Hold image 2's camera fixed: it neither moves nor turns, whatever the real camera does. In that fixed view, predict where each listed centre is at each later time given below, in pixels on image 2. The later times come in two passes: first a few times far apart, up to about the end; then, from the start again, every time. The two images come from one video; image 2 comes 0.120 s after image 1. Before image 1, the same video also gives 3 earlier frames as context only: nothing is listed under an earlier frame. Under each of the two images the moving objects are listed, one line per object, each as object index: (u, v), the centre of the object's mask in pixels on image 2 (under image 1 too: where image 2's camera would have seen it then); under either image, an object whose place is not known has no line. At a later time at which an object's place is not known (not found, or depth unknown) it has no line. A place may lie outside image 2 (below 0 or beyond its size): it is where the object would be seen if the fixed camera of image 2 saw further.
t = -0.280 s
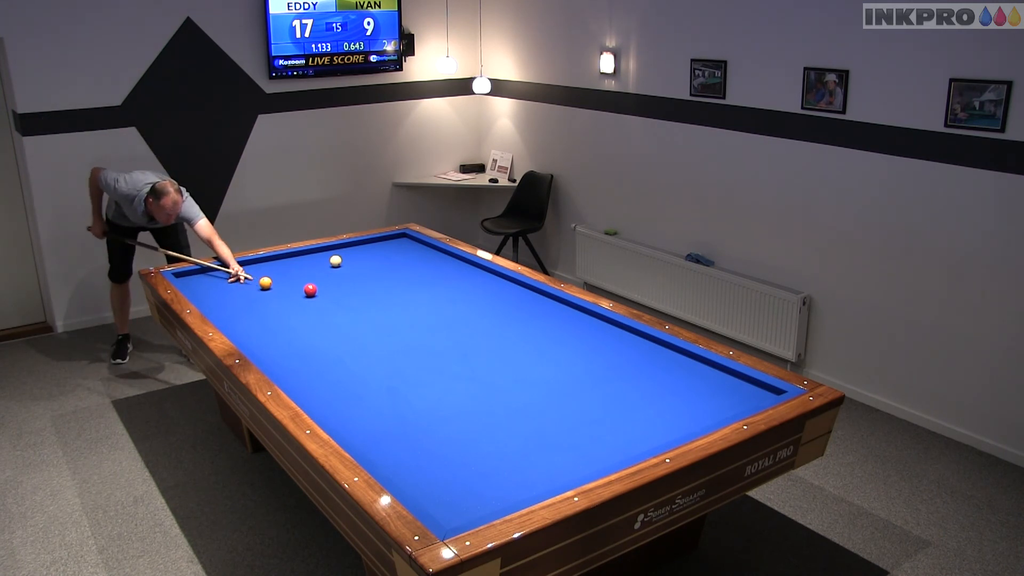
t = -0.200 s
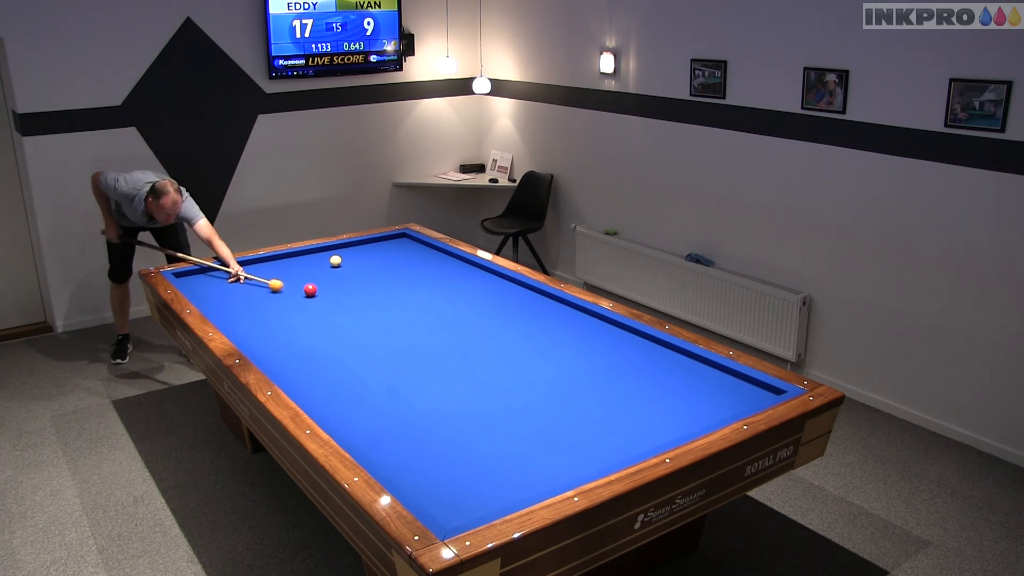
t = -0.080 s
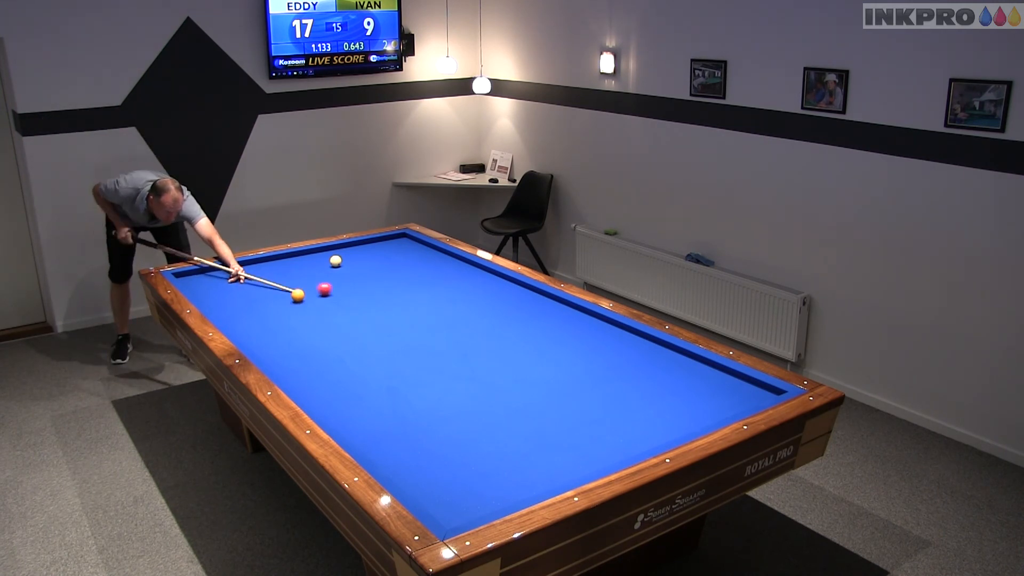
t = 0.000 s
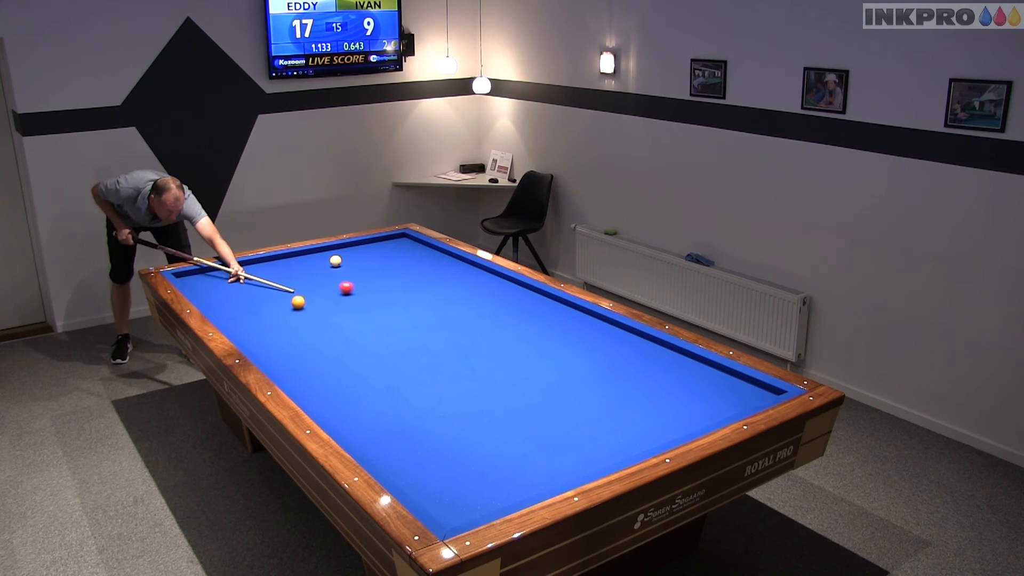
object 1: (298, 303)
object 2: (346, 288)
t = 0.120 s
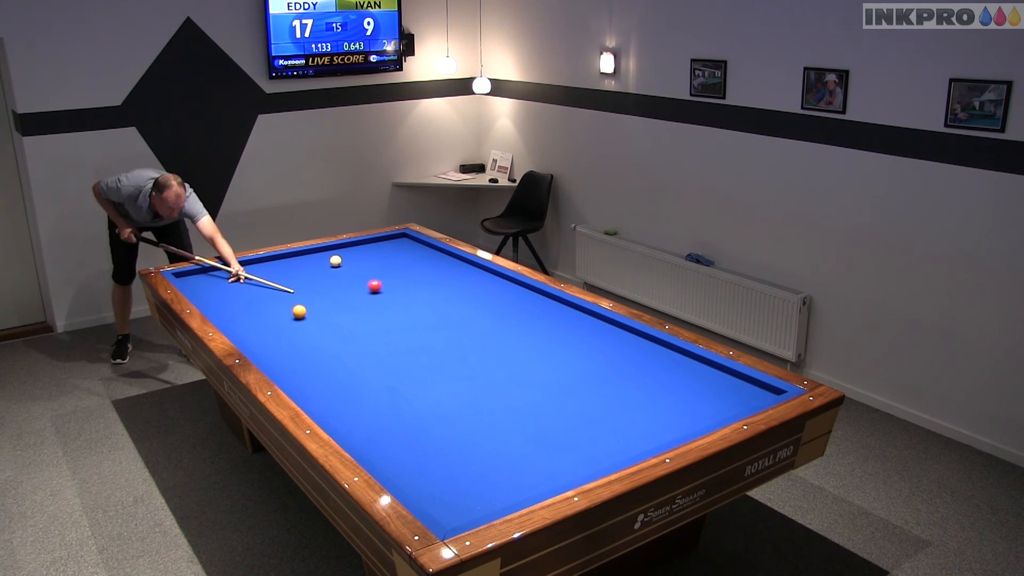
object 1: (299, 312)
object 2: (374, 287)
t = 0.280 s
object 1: (301, 325)
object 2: (408, 285)
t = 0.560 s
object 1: (306, 349)
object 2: (467, 282)
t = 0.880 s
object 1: (312, 381)
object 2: (500, 284)
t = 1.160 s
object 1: (332, 410)
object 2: (485, 295)
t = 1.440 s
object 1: (381, 441)
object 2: (471, 306)
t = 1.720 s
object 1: (439, 474)
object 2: (455, 318)
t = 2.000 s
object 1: (493, 499)
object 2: (439, 330)
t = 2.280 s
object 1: (497, 463)
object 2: (421, 343)
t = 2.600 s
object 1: (504, 432)
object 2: (401, 359)
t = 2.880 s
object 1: (509, 408)
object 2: (381, 374)
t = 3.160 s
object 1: (514, 387)
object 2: (361, 390)
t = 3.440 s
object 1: (519, 368)
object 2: (340, 406)
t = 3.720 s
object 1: (523, 352)
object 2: (341, 414)
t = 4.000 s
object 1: (526, 337)
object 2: (363, 415)
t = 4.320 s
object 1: (530, 322)
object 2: (387, 416)
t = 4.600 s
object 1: (533, 310)
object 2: (407, 416)
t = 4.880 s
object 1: (535, 300)
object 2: (426, 417)
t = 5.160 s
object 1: (532, 291)
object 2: (444, 417)
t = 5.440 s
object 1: (508, 287)
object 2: (461, 418)
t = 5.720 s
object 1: (486, 282)
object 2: (478, 418)
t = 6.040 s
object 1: (462, 278)
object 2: (496, 419)
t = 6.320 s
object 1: (443, 274)
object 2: (511, 419)
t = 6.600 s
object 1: (425, 271)
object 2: (524, 419)
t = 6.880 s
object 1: (407, 268)
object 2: (537, 420)
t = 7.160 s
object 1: (391, 264)
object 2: (549, 420)
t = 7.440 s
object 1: (376, 262)
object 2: (559, 420)
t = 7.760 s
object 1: (359, 258)
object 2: (570, 420)
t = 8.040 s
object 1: (346, 256)
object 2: (579, 421)
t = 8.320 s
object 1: (332, 252)
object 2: (586, 421)
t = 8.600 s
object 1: (320, 251)
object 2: (593, 421)
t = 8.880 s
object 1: (313, 251)
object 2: (598, 420)
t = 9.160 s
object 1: (310, 254)
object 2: (603, 420)
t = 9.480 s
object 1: (306, 257)
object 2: (607, 420)
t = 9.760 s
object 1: (304, 260)
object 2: (609, 421)
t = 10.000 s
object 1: (302, 262)
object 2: (610, 421)
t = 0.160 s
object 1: (300, 315)
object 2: (383, 286)
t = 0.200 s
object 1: (300, 319)
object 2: (391, 286)
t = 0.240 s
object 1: (301, 322)
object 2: (400, 285)
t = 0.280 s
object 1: (301, 325)
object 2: (408, 285)
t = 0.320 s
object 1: (302, 328)
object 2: (417, 285)
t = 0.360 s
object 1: (303, 332)
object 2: (425, 284)
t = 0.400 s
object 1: (303, 335)
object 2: (434, 284)
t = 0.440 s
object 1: (304, 338)
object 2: (442, 283)
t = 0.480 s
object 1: (304, 342)
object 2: (450, 283)
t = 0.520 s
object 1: (305, 345)
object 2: (458, 282)
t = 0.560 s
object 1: (306, 349)
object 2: (467, 282)
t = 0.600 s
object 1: (307, 353)
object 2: (475, 281)
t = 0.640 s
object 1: (307, 357)
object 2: (483, 281)
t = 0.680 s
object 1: (308, 360)
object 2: (491, 280)
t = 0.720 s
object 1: (309, 364)
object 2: (499, 280)
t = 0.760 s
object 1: (309, 368)
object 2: (507, 279)
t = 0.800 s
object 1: (310, 372)
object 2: (506, 281)
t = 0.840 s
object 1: (311, 377)
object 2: (503, 283)
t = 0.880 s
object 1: (312, 381)
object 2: (500, 284)
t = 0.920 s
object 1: (313, 385)
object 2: (498, 286)
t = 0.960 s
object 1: (314, 390)
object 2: (495, 287)
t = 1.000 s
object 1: (315, 394)
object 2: (494, 289)
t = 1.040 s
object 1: (316, 398)
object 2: (492, 290)
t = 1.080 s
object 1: (318, 402)
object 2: (489, 292)
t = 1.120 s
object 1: (325, 406)
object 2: (487, 293)
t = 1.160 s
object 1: (332, 410)
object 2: (485, 295)
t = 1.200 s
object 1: (339, 415)
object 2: (483, 297)
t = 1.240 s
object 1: (345, 419)
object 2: (481, 298)
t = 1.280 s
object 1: (352, 423)
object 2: (479, 300)
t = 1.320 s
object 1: (359, 428)
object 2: (477, 301)
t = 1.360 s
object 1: (366, 432)
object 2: (475, 303)
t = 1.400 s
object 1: (374, 436)
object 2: (473, 305)
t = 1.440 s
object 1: (381, 441)
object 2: (471, 306)
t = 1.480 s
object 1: (389, 445)
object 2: (468, 308)
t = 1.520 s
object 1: (397, 450)
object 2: (466, 309)
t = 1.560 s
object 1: (405, 455)
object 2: (464, 311)
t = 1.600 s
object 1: (413, 459)
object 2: (462, 313)
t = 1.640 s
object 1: (421, 464)
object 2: (459, 314)
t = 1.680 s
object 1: (430, 469)
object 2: (457, 316)
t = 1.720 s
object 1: (439, 474)
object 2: (455, 318)
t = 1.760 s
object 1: (448, 479)
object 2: (453, 320)
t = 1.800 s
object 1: (457, 485)
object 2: (451, 321)
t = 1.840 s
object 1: (466, 490)
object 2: (448, 323)
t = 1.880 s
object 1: (475, 496)
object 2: (446, 325)
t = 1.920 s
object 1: (485, 501)
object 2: (444, 327)
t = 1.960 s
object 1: (493, 503)
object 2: (441, 329)
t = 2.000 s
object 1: (493, 499)
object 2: (439, 330)
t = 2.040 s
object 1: (493, 493)
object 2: (436, 332)
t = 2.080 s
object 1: (493, 487)
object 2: (434, 334)
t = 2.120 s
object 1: (493, 482)
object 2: (431, 336)
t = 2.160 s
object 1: (494, 476)
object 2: (429, 338)
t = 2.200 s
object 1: (495, 472)
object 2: (426, 340)
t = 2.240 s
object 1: (496, 468)
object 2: (424, 342)
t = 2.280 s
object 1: (497, 463)
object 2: (421, 343)
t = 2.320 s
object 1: (498, 459)
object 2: (419, 345)
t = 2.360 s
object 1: (499, 455)
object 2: (416, 347)
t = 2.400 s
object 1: (500, 451)
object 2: (414, 349)
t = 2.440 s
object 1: (501, 447)
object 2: (411, 351)
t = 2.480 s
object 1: (501, 443)
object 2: (409, 353)
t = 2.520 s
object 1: (502, 439)
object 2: (406, 355)
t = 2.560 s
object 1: (503, 436)
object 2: (403, 357)
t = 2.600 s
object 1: (504, 432)
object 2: (401, 359)
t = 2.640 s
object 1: (505, 428)
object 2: (398, 361)
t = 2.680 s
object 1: (506, 425)
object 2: (395, 364)
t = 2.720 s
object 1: (506, 421)
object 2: (392, 366)
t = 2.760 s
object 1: (507, 418)
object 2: (390, 368)
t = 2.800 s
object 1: (508, 414)
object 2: (387, 370)
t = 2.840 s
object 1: (509, 411)
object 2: (384, 372)
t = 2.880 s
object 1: (509, 408)
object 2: (381, 374)
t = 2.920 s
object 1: (510, 405)
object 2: (378, 376)
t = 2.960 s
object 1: (511, 402)
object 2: (375, 379)
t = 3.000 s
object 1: (512, 399)
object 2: (373, 381)
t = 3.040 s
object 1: (512, 396)
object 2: (370, 383)
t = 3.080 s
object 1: (513, 393)
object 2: (367, 385)
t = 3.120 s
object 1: (514, 390)
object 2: (364, 387)
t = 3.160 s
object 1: (514, 387)
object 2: (361, 390)
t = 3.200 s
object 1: (515, 384)
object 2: (358, 392)
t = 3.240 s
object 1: (516, 381)
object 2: (355, 394)
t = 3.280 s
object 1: (516, 379)
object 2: (352, 397)
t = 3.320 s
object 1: (517, 376)
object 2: (349, 399)
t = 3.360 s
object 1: (518, 373)
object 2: (346, 401)
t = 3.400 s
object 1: (518, 371)
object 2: (343, 404)
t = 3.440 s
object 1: (519, 368)
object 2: (340, 406)
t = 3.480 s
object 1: (519, 366)
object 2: (336, 409)
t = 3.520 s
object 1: (520, 363)
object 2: (334, 411)
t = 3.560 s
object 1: (520, 361)
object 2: (331, 412)
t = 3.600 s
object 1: (521, 359)
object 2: (331, 413)
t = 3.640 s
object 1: (522, 357)
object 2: (335, 414)
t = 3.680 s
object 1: (522, 354)
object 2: (338, 414)
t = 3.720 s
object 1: (523, 352)
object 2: (341, 414)
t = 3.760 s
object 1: (523, 350)
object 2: (344, 414)
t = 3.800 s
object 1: (524, 347)
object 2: (347, 414)
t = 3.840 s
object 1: (524, 345)
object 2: (350, 414)
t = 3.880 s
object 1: (525, 343)
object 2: (354, 415)
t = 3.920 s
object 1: (525, 341)
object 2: (357, 415)
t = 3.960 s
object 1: (526, 339)
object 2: (360, 415)
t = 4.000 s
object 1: (526, 337)
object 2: (363, 415)
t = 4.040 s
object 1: (526, 335)
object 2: (366, 415)
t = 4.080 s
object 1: (527, 333)
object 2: (369, 415)
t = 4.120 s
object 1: (528, 331)
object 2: (372, 415)
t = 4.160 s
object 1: (528, 329)
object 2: (375, 415)
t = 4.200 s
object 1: (528, 328)
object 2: (378, 416)
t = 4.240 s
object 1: (529, 326)
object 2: (381, 416)
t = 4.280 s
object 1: (529, 324)
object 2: (384, 416)
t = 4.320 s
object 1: (530, 322)
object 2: (387, 416)
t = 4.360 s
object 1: (530, 320)
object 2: (389, 416)
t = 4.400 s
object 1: (531, 319)
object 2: (392, 416)
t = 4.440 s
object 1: (531, 317)
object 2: (395, 416)
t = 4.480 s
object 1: (532, 315)
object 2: (398, 416)
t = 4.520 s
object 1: (532, 313)
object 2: (401, 416)
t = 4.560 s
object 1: (532, 312)
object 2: (404, 416)
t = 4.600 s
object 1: (533, 310)
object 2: (407, 416)
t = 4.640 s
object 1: (533, 309)
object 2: (409, 416)
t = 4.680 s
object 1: (534, 307)
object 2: (412, 416)
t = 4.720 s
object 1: (534, 305)
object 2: (415, 416)
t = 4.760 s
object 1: (534, 304)
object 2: (418, 417)
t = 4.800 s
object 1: (535, 302)
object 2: (420, 417)
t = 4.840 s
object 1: (535, 301)
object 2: (423, 417)
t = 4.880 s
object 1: (535, 300)
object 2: (426, 417)
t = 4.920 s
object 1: (536, 298)
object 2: (428, 417)
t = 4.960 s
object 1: (536, 297)
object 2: (431, 417)
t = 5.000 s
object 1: (537, 295)
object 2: (434, 417)
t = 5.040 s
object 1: (537, 294)
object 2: (436, 417)
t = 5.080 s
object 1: (537, 292)
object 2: (439, 417)
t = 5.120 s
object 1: (536, 291)
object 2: (441, 417)
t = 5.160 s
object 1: (532, 291)
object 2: (444, 417)
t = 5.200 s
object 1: (528, 290)
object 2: (447, 417)
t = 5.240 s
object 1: (525, 290)
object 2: (449, 417)
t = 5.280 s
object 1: (522, 289)
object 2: (452, 417)
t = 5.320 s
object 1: (518, 288)
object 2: (454, 417)
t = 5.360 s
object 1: (515, 288)
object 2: (457, 418)
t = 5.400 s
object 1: (512, 287)
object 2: (459, 418)
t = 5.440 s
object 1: (508, 287)
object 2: (461, 418)
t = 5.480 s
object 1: (505, 286)
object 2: (464, 418)
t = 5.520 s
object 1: (502, 285)
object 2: (466, 418)
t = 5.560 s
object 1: (499, 285)
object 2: (469, 418)
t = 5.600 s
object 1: (496, 284)
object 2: (471, 418)
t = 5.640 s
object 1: (492, 283)
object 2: (473, 418)
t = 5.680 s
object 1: (489, 283)
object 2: (476, 418)
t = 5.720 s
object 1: (486, 282)
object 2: (478, 418)
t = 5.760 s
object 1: (483, 282)
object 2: (480, 418)
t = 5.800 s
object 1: (480, 281)
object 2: (483, 418)
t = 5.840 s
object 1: (477, 281)
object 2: (485, 419)
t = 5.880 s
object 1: (474, 280)
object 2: (487, 419)
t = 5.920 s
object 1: (471, 280)
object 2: (489, 419)
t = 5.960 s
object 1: (468, 279)
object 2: (492, 419)
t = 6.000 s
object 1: (465, 279)
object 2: (494, 419)
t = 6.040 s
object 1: (462, 278)
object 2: (496, 419)
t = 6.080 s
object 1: (460, 278)
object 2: (498, 419)
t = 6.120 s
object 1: (457, 277)
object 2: (500, 419)
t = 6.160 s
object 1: (454, 276)
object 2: (502, 419)
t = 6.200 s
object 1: (451, 276)
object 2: (504, 419)
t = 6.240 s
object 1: (448, 275)
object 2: (507, 419)
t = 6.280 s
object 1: (446, 275)
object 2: (509, 419)
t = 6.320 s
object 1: (443, 274)
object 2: (511, 419)
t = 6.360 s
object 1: (440, 274)
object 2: (513, 419)
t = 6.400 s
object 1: (438, 273)
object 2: (515, 419)
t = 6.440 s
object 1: (435, 273)
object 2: (517, 419)
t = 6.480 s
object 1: (433, 272)
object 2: (519, 419)
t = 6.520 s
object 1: (430, 272)
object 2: (521, 419)
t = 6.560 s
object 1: (427, 271)
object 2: (522, 419)
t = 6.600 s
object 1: (425, 271)
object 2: (524, 419)
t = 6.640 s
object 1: (422, 270)
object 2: (526, 419)
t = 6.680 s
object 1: (420, 270)
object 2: (528, 420)
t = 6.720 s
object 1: (417, 269)
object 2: (530, 420)
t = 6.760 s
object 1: (415, 269)
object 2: (532, 420)
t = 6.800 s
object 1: (412, 268)
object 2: (533, 420)
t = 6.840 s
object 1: (410, 268)
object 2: (535, 420)
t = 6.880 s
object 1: (407, 268)
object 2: (537, 420)
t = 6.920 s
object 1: (405, 267)
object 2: (539, 420)
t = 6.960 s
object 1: (403, 267)
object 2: (540, 420)
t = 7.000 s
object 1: (400, 266)
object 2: (542, 420)
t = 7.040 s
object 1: (398, 266)
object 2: (544, 420)
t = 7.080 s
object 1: (396, 265)
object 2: (545, 420)
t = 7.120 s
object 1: (393, 265)
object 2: (547, 420)
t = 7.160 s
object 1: (391, 264)
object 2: (549, 420)
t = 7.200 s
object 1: (389, 264)
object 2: (550, 420)
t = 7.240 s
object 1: (386, 264)
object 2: (552, 420)
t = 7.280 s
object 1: (384, 263)
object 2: (553, 420)
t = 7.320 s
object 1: (382, 263)
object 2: (555, 420)
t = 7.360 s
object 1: (380, 262)
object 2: (556, 420)
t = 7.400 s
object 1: (378, 262)
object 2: (558, 420)
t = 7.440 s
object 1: (376, 262)
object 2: (559, 420)
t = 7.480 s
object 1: (373, 261)
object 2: (561, 420)
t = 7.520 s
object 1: (371, 261)
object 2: (562, 420)
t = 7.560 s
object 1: (369, 260)
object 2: (564, 420)
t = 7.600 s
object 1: (367, 260)
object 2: (565, 420)
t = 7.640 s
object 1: (365, 260)
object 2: (566, 420)
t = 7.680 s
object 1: (363, 259)
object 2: (568, 420)
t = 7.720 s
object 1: (361, 259)
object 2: (569, 420)
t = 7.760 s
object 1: (359, 258)
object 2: (570, 420)
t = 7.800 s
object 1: (357, 258)
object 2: (571, 421)
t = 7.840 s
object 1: (355, 258)
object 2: (573, 421)
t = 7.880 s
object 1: (353, 257)
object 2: (574, 421)
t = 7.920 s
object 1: (351, 257)
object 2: (575, 421)
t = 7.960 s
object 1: (349, 257)
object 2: (576, 421)
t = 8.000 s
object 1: (347, 256)
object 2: (578, 420)
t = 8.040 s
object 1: (346, 256)
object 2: (579, 421)
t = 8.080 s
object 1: (344, 255)
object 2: (580, 421)
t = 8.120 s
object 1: (343, 255)
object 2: (581, 421)
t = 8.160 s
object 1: (341, 254)
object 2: (582, 421)
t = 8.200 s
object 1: (339, 253)
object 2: (583, 421)
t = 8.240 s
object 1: (336, 252)
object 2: (584, 421)
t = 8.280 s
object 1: (334, 252)
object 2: (585, 421)
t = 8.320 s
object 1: (332, 252)
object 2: (586, 421)
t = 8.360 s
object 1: (330, 252)
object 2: (587, 421)
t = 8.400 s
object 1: (329, 252)
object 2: (588, 421)
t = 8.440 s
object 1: (327, 252)
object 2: (589, 421)
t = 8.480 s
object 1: (326, 252)
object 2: (590, 421)
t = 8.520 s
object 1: (324, 252)
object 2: (591, 421)
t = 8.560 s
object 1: (322, 252)
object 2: (592, 421)
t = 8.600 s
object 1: (320, 251)
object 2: (593, 421)
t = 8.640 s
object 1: (319, 251)
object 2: (593, 421)
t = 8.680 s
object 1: (317, 251)
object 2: (594, 421)
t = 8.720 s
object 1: (316, 250)
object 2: (595, 421)
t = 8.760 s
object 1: (314, 250)
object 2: (596, 421)
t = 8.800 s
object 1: (313, 251)
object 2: (597, 421)
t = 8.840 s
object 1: (313, 251)
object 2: (597, 420)
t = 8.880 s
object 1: (313, 251)
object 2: (598, 420)
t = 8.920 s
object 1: (312, 252)
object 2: (599, 420)
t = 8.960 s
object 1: (312, 252)
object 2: (600, 420)
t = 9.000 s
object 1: (311, 253)
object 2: (600, 420)
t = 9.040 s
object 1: (311, 253)
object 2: (601, 420)
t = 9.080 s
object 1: (311, 253)
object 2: (602, 420)
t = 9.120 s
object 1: (310, 254)
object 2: (602, 420)
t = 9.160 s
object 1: (310, 254)
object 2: (603, 420)
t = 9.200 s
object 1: (309, 255)
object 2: (603, 420)
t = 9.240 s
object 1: (309, 255)
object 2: (604, 420)
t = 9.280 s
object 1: (308, 255)
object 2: (604, 420)
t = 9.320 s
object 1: (308, 256)
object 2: (605, 420)
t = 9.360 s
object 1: (308, 256)
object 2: (605, 420)
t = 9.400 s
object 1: (307, 257)
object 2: (606, 420)
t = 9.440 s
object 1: (307, 257)
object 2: (606, 420)
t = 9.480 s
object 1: (306, 257)
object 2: (607, 420)
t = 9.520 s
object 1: (306, 258)
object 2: (607, 420)
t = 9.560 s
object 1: (306, 258)
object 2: (607, 420)
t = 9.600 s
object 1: (305, 259)
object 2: (608, 421)
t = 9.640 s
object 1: (305, 259)
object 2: (608, 421)
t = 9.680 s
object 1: (305, 259)
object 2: (608, 420)
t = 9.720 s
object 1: (304, 260)
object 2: (608, 421)
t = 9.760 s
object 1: (304, 260)
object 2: (609, 421)
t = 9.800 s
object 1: (304, 260)
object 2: (609, 421)
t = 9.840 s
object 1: (303, 261)
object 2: (609, 421)
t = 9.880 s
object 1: (303, 261)
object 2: (609, 420)
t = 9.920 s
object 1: (303, 262)
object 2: (609, 420)
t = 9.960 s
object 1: (302, 262)
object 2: (609, 420)
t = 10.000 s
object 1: (302, 262)
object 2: (610, 421)
